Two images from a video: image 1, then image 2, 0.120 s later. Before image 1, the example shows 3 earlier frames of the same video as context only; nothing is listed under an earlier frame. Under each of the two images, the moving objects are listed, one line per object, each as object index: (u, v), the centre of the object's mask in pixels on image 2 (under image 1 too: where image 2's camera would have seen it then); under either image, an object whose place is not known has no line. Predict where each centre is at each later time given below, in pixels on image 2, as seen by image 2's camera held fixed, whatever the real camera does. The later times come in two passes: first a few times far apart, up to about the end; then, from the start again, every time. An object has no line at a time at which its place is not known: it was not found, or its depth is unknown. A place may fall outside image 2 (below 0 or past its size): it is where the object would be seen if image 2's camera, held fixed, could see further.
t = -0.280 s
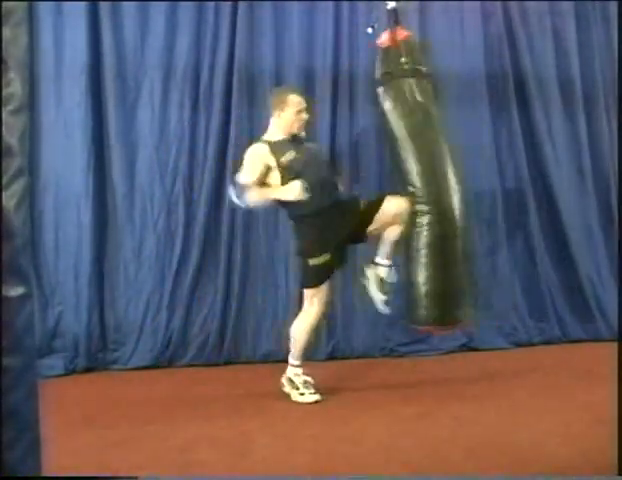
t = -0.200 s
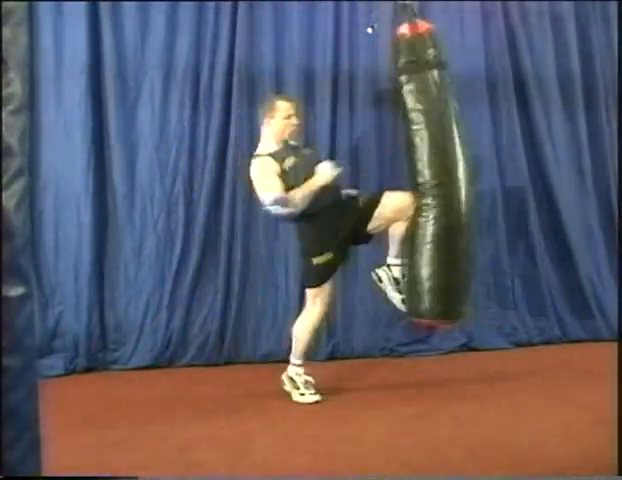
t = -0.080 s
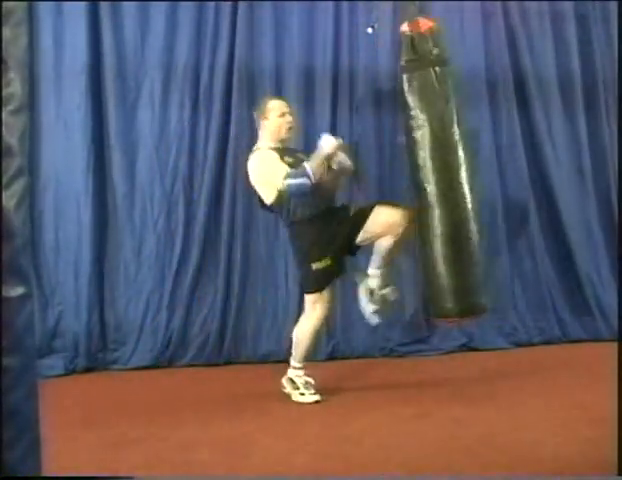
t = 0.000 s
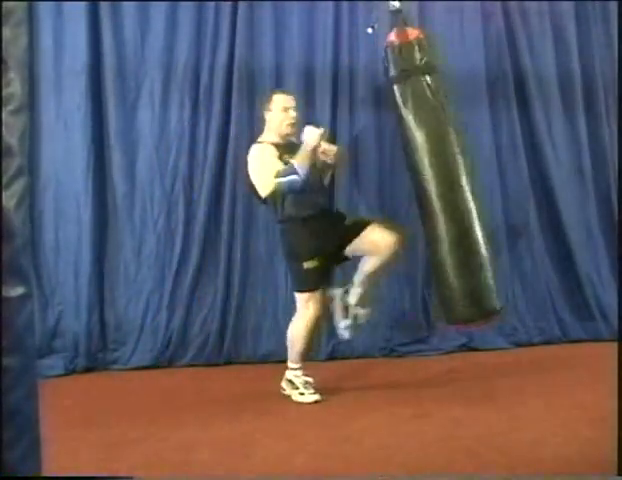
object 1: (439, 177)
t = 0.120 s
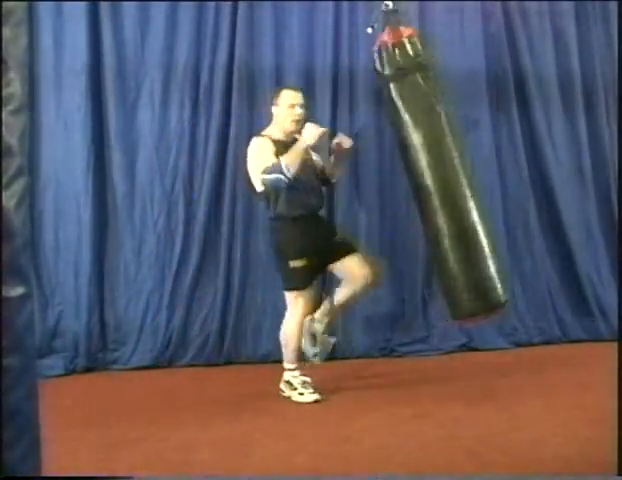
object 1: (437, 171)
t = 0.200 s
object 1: (436, 171)
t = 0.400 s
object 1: (431, 169)
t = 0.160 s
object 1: (436, 171)
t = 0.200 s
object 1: (436, 171)
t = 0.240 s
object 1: (437, 173)
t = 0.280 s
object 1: (438, 172)
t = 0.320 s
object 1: (435, 169)
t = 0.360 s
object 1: (434, 170)
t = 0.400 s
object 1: (431, 169)
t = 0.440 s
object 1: (426, 170)
